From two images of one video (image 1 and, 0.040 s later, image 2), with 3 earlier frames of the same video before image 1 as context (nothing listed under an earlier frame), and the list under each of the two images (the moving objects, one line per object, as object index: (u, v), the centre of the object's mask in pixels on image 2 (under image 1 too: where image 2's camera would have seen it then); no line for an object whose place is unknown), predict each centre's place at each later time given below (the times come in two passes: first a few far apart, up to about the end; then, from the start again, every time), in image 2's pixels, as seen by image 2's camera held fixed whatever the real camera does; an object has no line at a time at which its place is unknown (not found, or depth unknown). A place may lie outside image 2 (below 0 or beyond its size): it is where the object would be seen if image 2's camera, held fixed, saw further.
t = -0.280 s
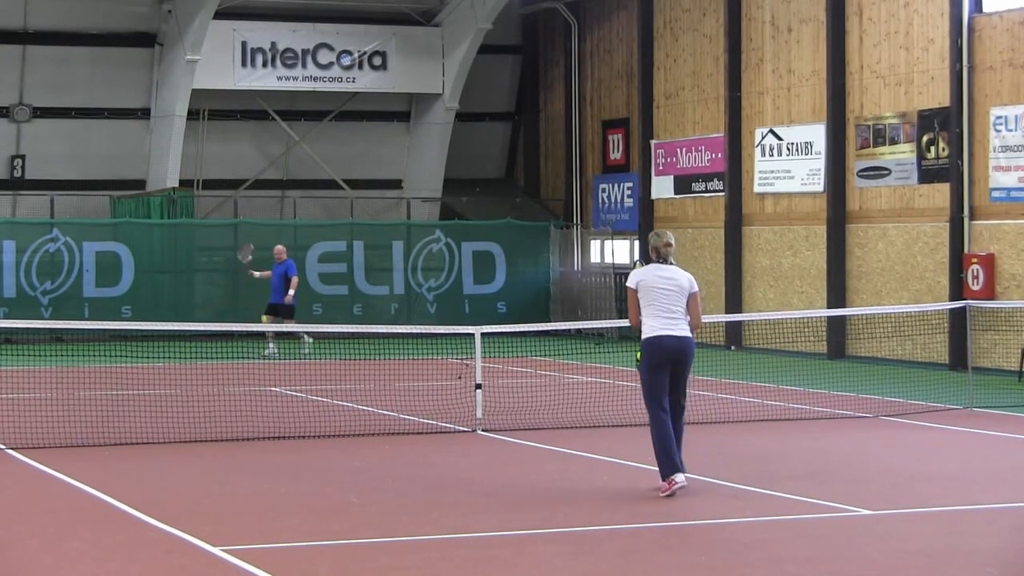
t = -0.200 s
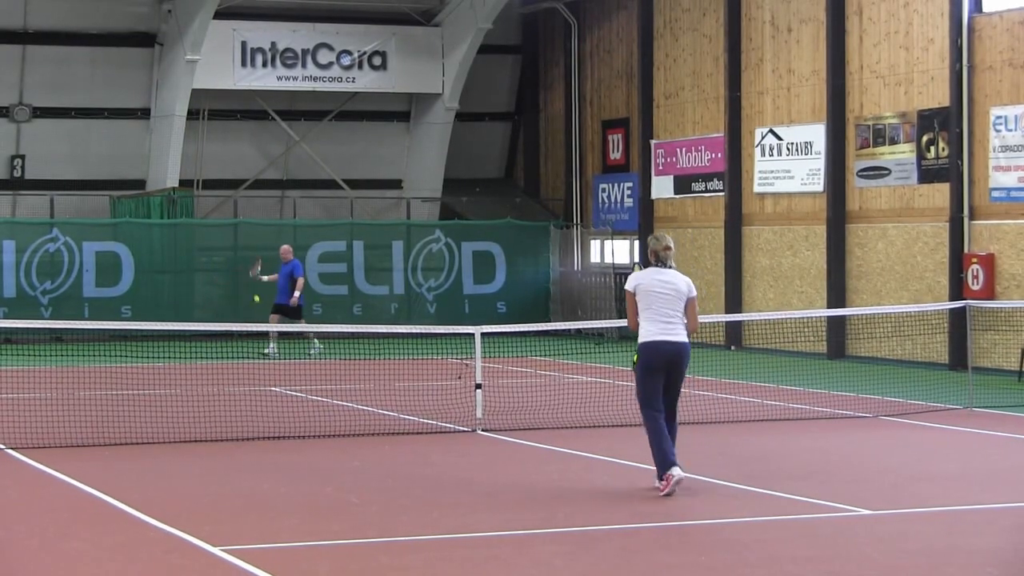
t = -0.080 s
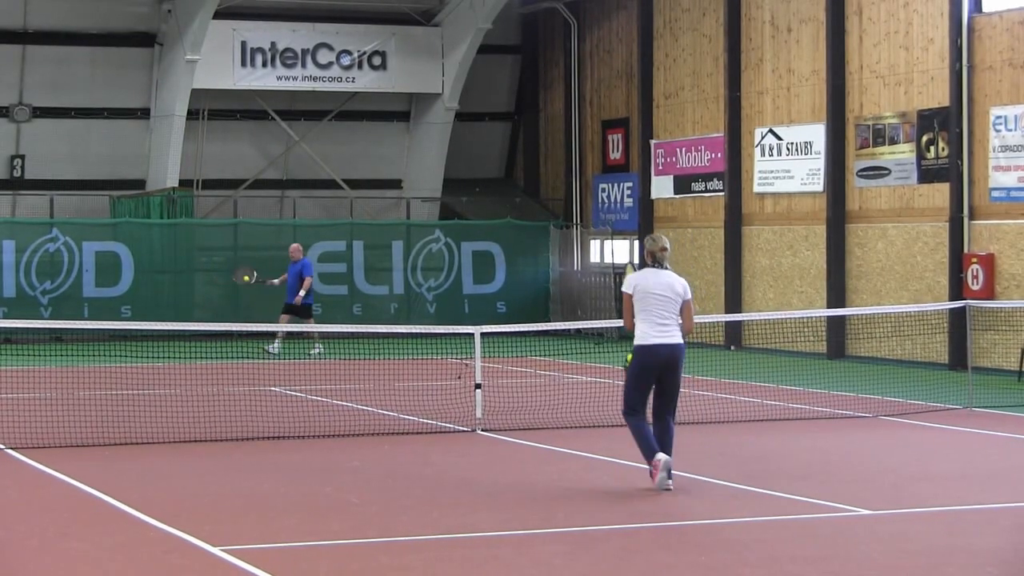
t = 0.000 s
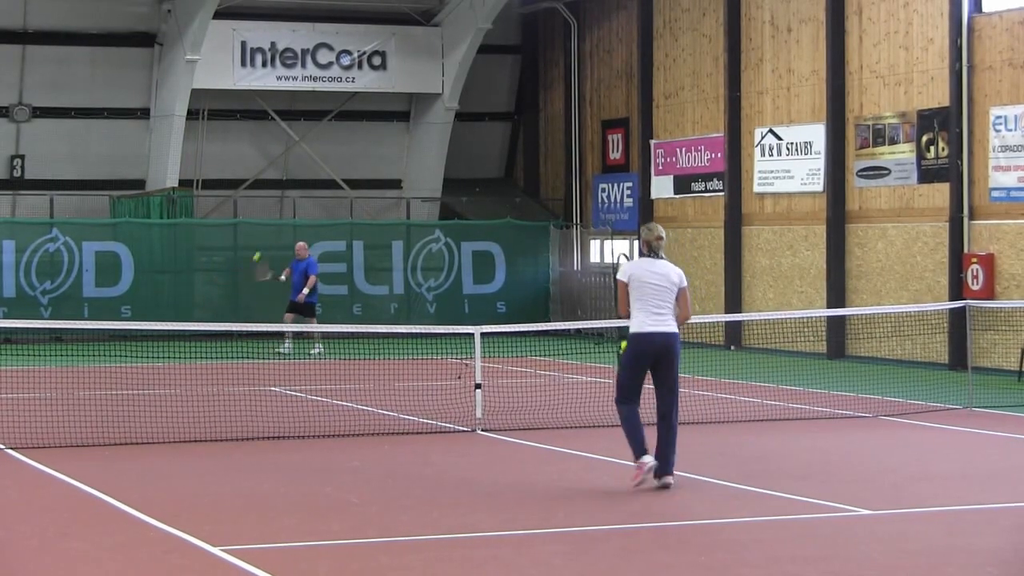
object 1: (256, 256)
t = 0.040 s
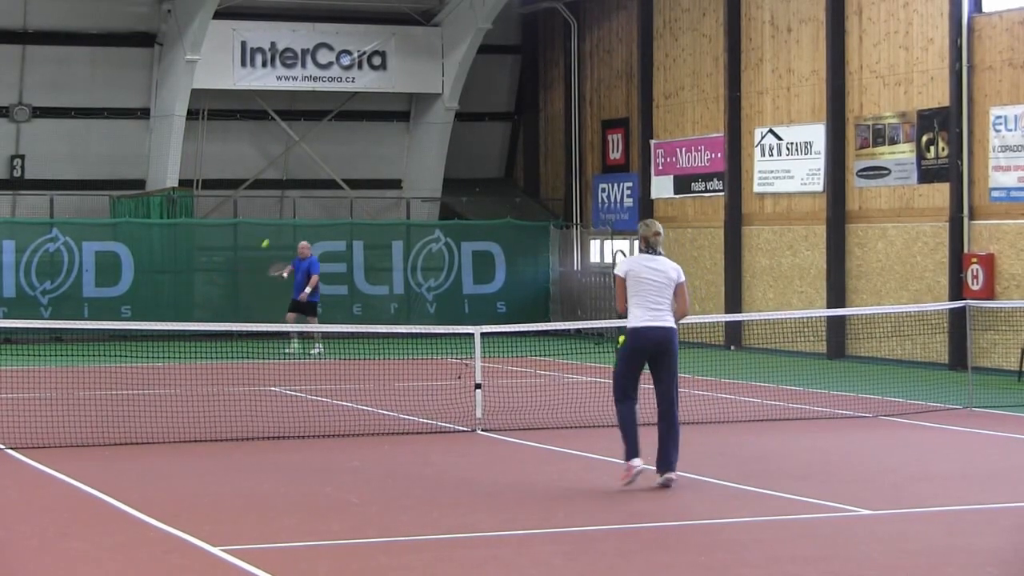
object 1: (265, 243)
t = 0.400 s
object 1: (354, 162)
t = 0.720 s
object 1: (454, 166)
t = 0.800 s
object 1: (485, 184)
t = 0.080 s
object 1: (274, 231)
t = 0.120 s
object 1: (283, 219)
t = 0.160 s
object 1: (293, 208)
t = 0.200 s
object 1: (302, 199)
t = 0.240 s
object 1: (312, 189)
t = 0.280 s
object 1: (322, 181)
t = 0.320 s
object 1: (332, 174)
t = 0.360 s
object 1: (343, 167)
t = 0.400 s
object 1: (354, 162)
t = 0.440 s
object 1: (365, 158)
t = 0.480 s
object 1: (377, 155)
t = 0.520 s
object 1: (389, 153)
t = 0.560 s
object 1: (401, 152)
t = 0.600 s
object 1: (414, 154)
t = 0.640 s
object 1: (427, 156)
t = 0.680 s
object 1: (441, 160)
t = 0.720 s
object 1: (454, 166)
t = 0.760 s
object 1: (469, 174)
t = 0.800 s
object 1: (485, 184)
